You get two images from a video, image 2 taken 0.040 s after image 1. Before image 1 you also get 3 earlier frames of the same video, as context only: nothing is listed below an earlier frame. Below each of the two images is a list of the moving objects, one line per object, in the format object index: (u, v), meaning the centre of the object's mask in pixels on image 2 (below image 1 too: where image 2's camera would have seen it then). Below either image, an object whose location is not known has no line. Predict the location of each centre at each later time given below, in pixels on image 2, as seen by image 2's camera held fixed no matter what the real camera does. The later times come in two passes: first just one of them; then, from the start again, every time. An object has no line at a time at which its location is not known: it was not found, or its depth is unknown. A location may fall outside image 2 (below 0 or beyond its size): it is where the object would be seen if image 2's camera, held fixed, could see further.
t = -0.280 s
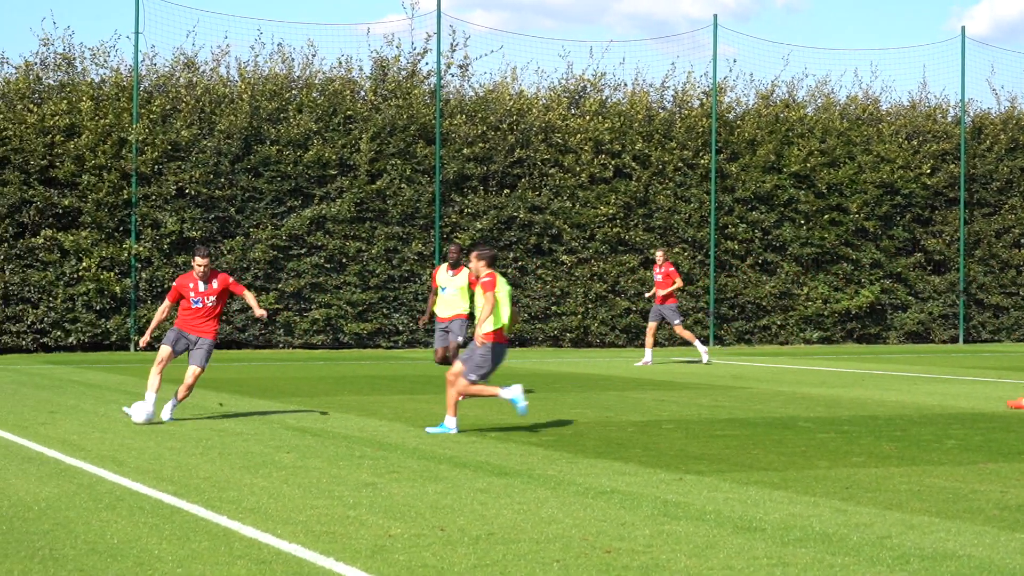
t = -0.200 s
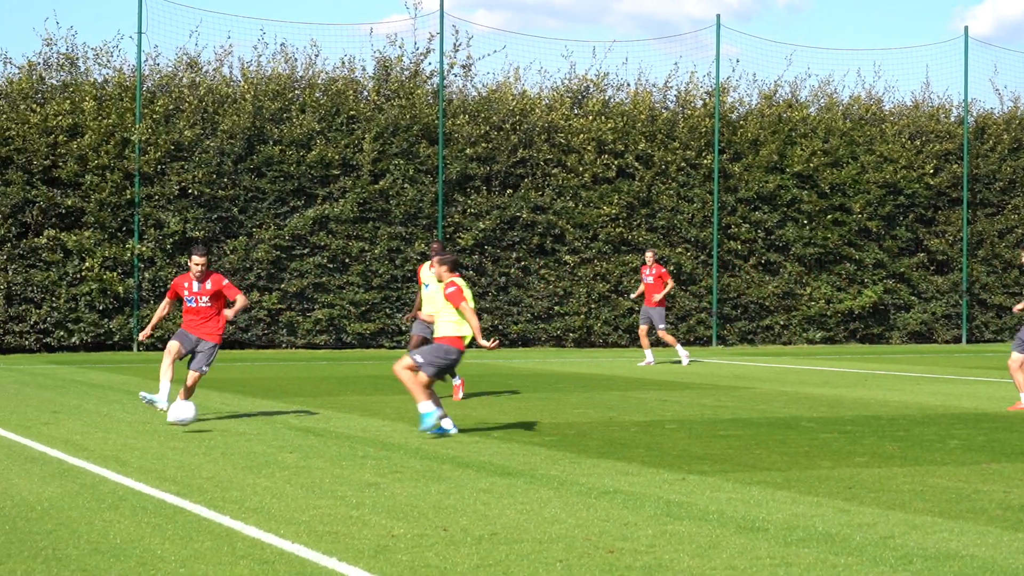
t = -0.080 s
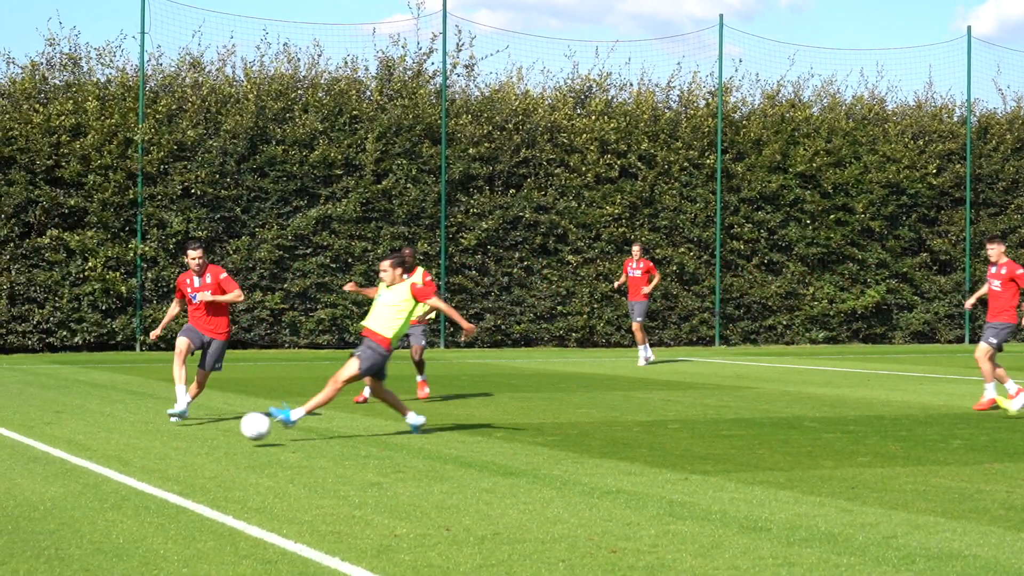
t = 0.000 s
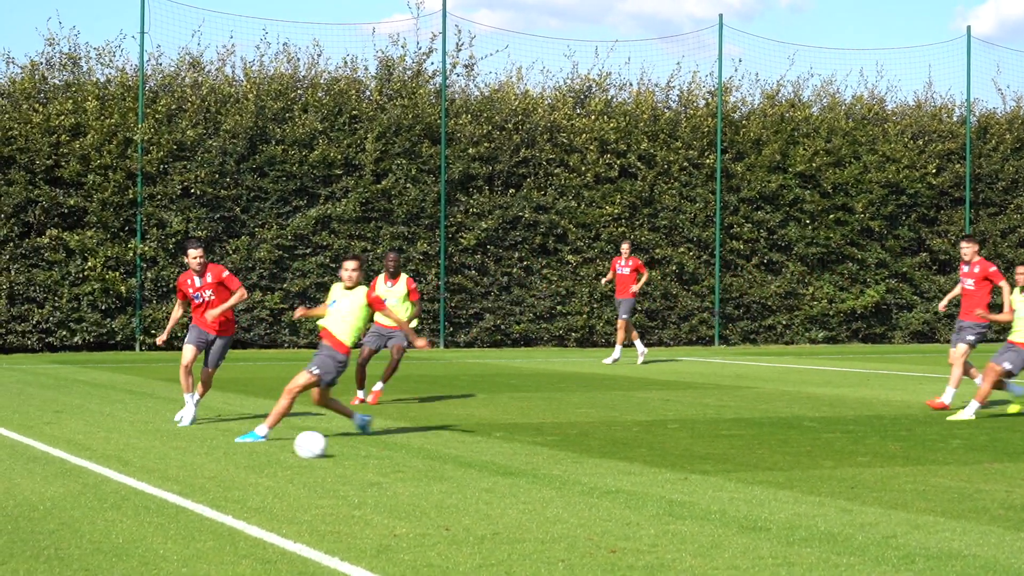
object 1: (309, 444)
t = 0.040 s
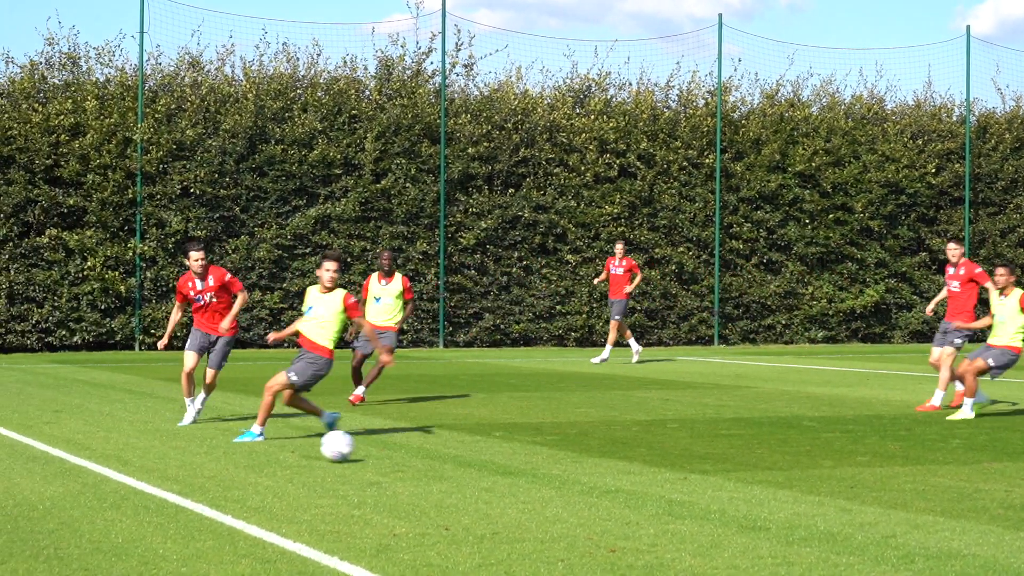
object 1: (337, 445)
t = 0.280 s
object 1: (536, 483)
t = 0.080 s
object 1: (365, 447)
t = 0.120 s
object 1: (395, 450)
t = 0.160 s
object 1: (428, 456)
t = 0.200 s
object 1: (462, 466)
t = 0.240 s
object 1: (498, 477)
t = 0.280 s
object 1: (536, 483)
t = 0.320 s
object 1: (574, 485)
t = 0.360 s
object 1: (614, 490)
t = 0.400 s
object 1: (658, 498)
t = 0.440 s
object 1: (705, 510)
